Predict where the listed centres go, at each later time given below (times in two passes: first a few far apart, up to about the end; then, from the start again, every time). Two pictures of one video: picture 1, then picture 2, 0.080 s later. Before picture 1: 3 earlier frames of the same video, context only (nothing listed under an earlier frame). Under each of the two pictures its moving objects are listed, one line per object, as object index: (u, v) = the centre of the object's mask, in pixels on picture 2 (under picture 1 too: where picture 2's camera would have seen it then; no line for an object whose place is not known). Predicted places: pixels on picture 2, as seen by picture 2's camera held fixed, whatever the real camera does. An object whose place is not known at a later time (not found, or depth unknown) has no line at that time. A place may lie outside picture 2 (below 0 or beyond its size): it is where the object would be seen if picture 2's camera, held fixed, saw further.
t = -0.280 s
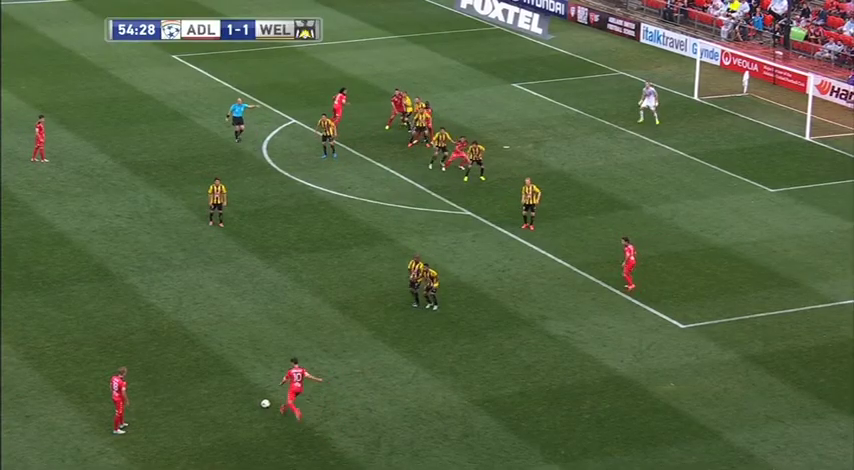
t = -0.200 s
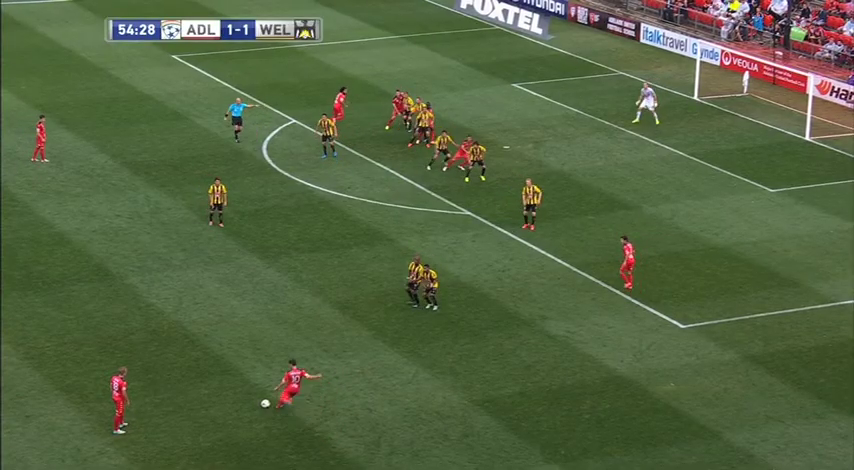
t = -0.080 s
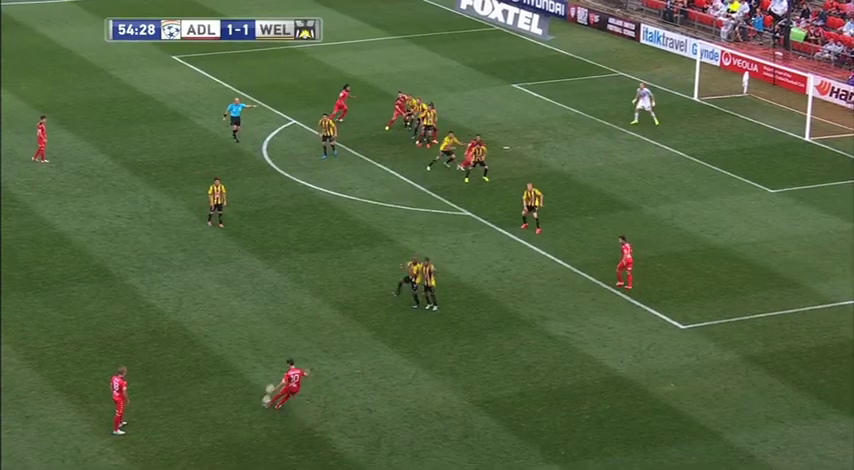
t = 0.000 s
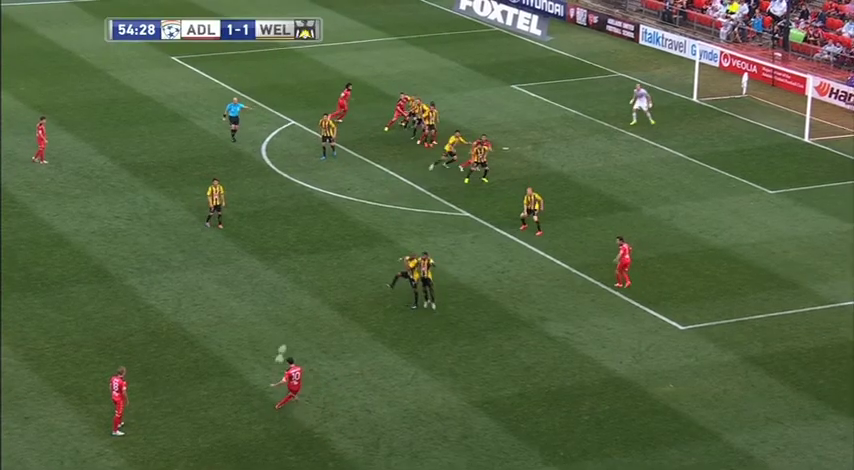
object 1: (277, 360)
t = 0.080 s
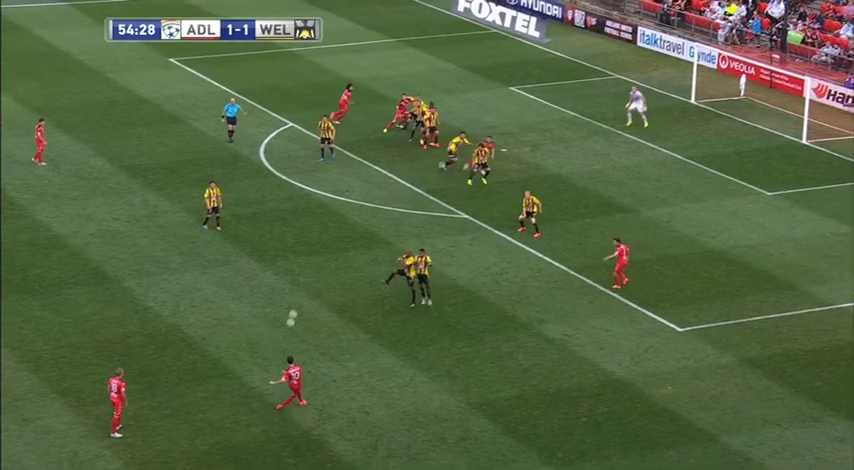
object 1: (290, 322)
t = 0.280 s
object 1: (318, 243)
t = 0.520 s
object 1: (347, 170)
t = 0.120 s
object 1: (296, 305)
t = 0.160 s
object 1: (302, 287)
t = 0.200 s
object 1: (308, 272)
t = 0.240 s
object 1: (313, 257)
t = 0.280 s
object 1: (318, 243)
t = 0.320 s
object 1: (324, 229)
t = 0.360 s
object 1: (329, 216)
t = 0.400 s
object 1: (333, 203)
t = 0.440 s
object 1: (338, 191)
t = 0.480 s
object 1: (343, 181)
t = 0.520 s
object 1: (347, 170)
